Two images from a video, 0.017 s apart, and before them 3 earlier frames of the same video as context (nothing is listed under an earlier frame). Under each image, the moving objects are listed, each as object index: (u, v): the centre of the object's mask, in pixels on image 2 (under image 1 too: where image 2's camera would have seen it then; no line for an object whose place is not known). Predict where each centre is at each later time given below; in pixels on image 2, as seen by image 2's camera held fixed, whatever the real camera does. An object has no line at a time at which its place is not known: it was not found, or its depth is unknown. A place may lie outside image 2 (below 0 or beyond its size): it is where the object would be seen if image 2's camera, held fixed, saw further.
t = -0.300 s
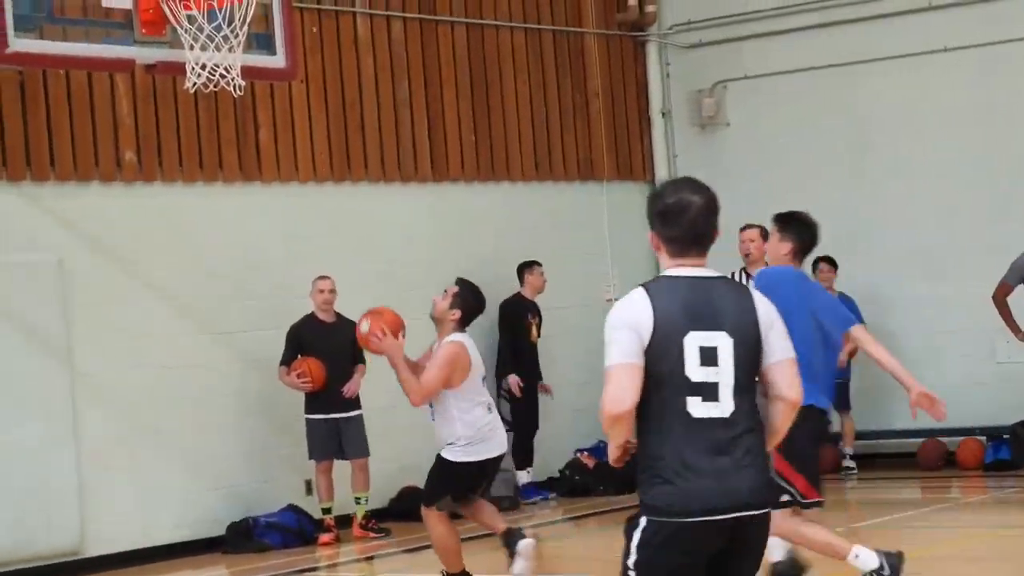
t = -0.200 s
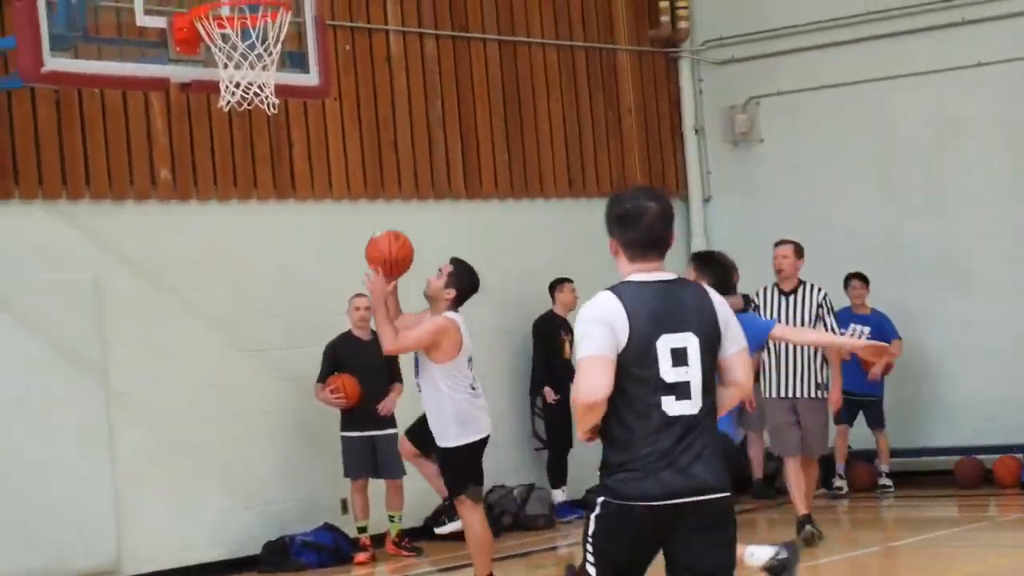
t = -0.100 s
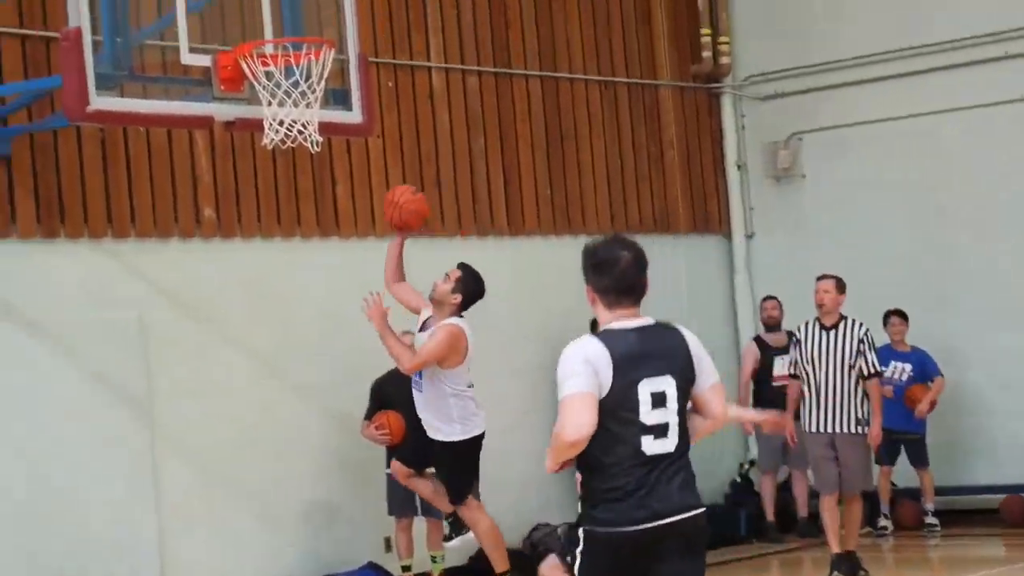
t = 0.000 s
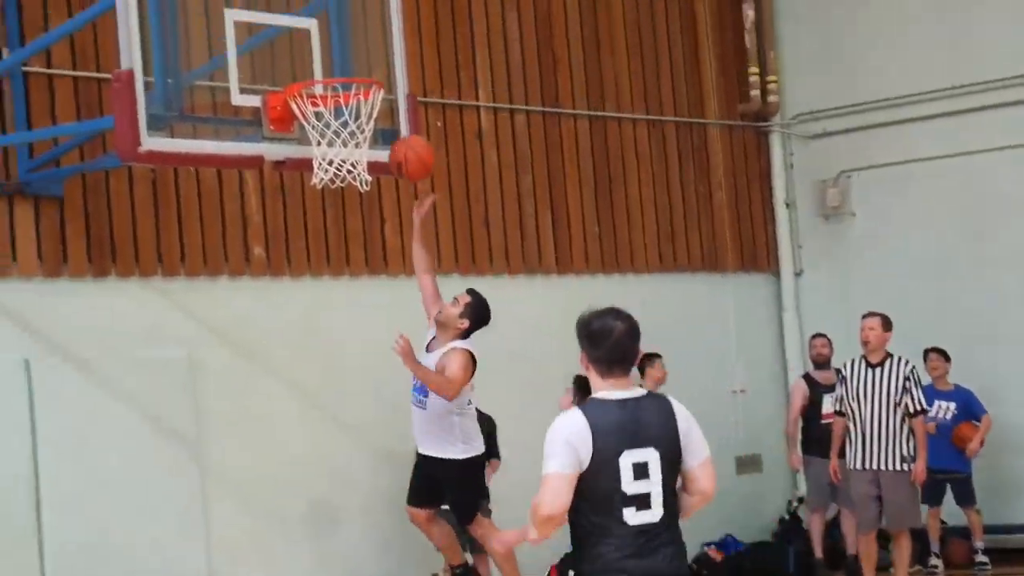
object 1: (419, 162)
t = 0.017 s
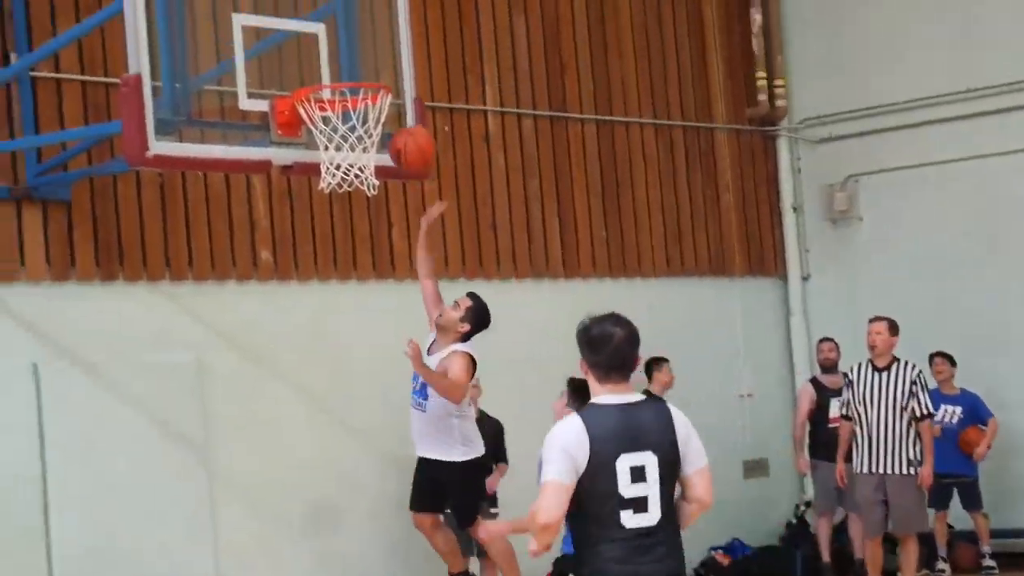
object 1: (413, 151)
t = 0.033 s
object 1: (404, 135)
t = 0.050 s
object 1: (400, 123)
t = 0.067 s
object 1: (398, 112)
